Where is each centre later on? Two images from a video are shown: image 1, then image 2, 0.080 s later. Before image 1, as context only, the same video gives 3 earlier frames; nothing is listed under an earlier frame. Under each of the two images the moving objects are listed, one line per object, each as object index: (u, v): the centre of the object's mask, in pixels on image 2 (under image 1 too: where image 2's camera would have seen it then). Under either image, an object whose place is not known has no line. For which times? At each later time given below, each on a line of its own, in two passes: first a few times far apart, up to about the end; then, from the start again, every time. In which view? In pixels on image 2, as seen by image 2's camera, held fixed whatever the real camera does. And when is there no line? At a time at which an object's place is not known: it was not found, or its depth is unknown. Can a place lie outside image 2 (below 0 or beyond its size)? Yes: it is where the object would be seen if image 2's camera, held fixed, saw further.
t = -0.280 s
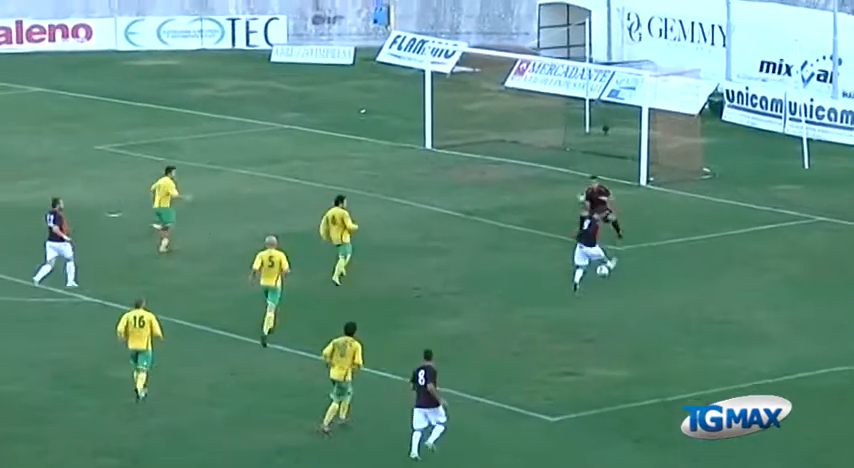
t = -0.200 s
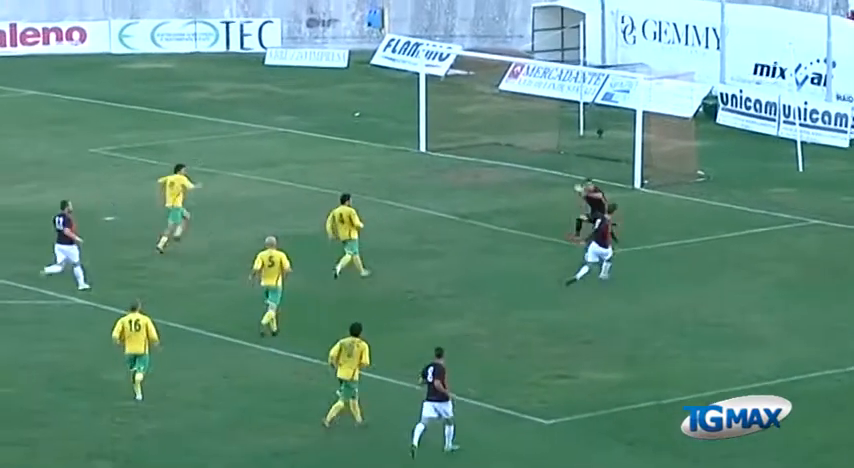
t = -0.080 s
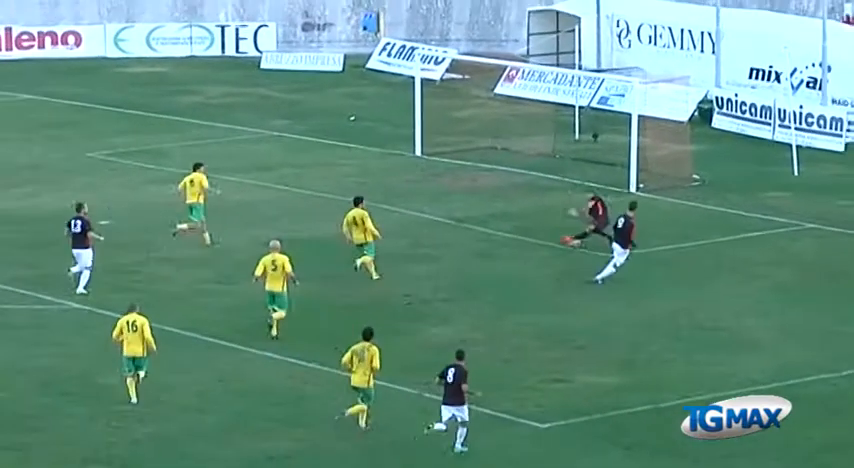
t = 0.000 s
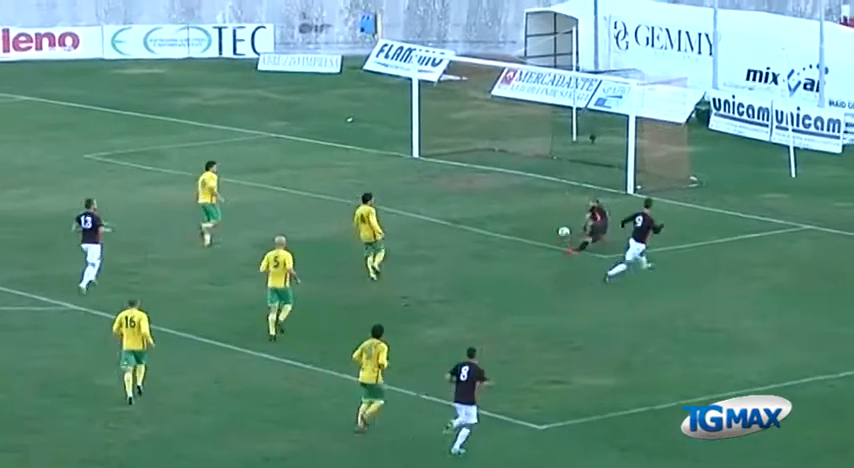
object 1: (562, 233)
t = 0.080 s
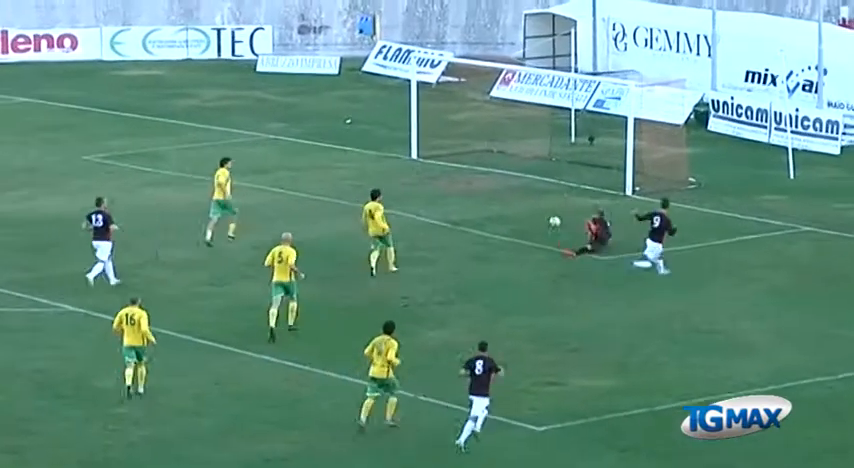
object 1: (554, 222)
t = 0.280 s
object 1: (535, 198)
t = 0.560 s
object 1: (510, 174)
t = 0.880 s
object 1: (485, 147)
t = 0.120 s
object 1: (550, 217)
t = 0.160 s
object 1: (546, 212)
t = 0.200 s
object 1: (543, 205)
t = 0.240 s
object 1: (539, 200)
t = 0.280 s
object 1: (535, 198)
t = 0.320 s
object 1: (531, 195)
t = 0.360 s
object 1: (527, 193)
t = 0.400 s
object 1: (524, 188)
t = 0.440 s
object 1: (520, 183)
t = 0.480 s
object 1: (517, 178)
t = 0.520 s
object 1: (514, 175)
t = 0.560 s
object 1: (510, 174)
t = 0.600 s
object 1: (507, 173)
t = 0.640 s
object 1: (503, 172)
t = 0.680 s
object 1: (500, 166)
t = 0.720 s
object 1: (498, 161)
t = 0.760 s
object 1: (494, 156)
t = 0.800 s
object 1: (490, 152)
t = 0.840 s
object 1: (488, 149)
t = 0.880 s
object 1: (485, 147)
